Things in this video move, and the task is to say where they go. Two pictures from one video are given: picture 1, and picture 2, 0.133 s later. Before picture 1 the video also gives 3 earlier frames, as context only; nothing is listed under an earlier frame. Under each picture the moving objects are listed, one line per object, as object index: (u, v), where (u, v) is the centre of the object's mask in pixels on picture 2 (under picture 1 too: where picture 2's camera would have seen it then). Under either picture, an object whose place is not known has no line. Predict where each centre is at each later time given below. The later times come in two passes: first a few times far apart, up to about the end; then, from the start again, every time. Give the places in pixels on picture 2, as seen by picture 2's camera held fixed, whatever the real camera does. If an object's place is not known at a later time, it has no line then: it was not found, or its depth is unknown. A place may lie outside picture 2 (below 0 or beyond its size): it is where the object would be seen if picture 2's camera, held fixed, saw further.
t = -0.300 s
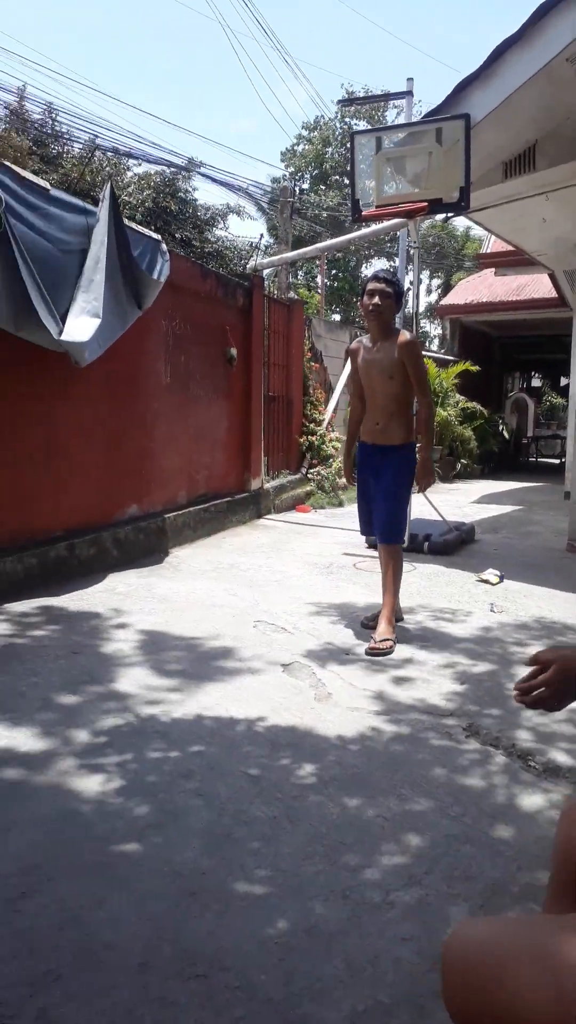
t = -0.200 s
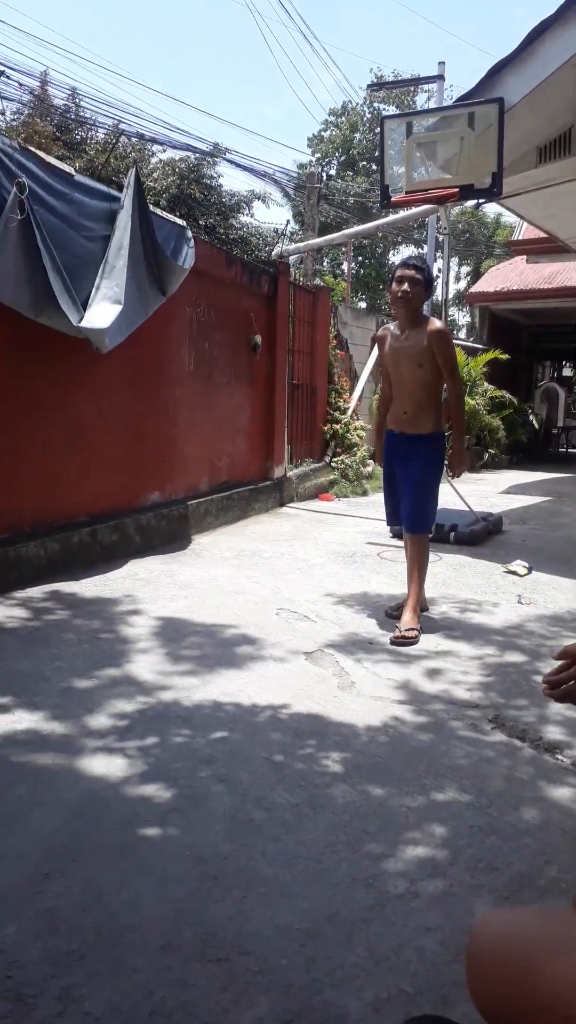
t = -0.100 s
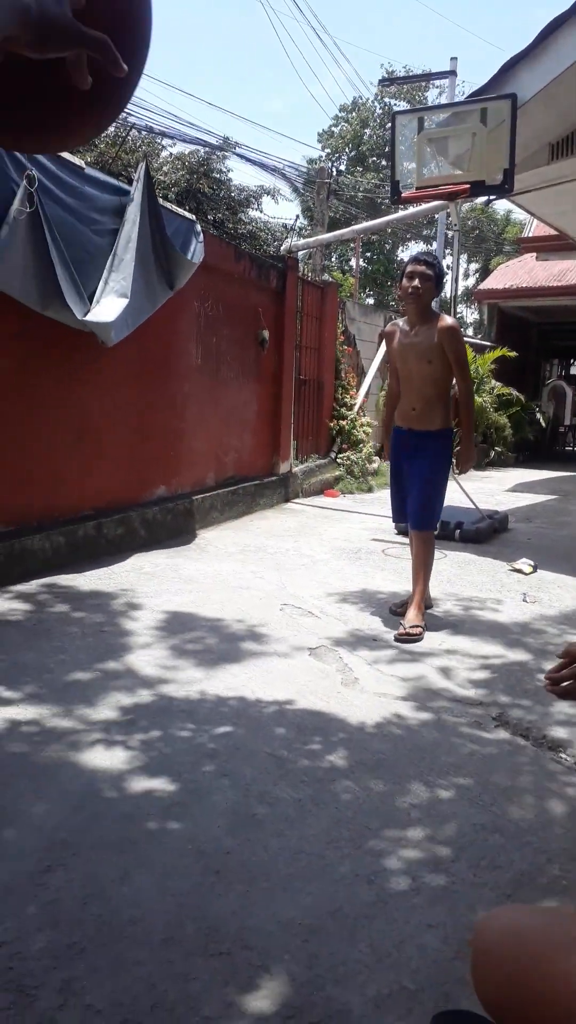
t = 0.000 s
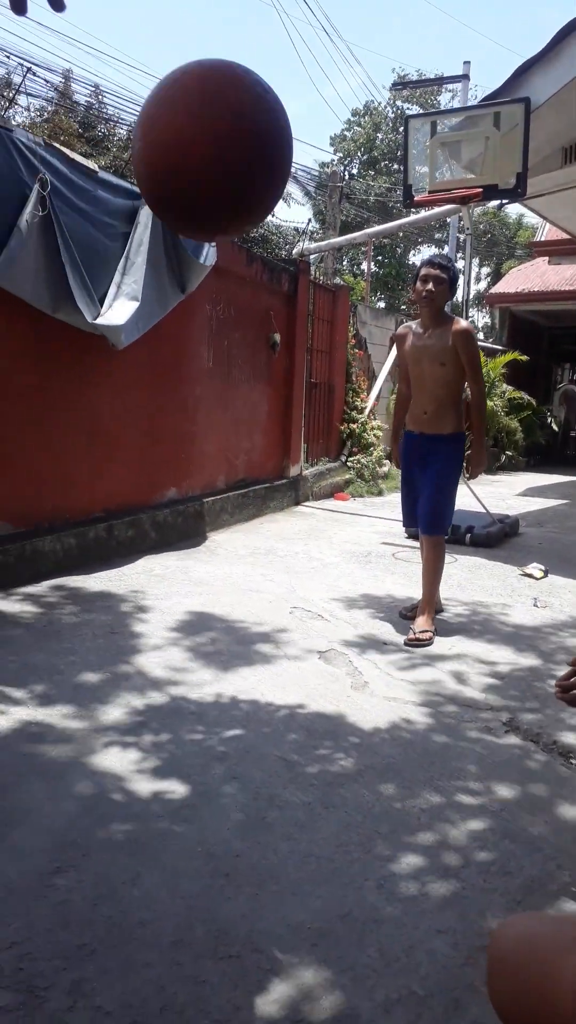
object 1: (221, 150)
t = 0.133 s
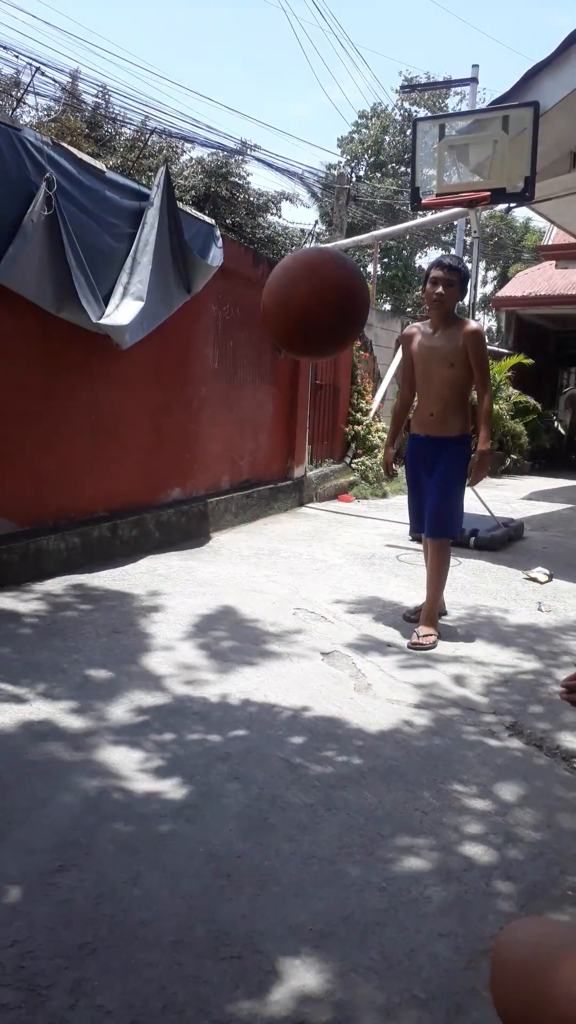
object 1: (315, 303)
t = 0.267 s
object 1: (359, 438)
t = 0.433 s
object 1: (385, 589)
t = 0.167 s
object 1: (330, 338)
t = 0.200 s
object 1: (341, 372)
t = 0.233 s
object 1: (350, 405)
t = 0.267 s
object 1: (359, 438)
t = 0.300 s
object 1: (366, 469)
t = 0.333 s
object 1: (371, 499)
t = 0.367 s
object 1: (376, 529)
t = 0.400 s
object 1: (380, 559)
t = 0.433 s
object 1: (385, 589)
